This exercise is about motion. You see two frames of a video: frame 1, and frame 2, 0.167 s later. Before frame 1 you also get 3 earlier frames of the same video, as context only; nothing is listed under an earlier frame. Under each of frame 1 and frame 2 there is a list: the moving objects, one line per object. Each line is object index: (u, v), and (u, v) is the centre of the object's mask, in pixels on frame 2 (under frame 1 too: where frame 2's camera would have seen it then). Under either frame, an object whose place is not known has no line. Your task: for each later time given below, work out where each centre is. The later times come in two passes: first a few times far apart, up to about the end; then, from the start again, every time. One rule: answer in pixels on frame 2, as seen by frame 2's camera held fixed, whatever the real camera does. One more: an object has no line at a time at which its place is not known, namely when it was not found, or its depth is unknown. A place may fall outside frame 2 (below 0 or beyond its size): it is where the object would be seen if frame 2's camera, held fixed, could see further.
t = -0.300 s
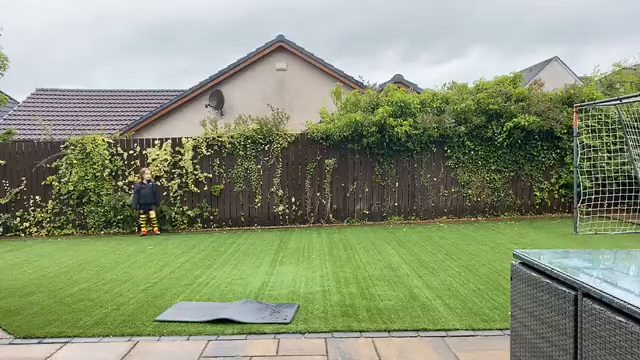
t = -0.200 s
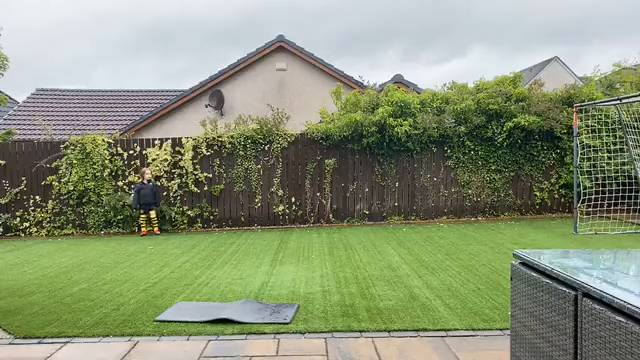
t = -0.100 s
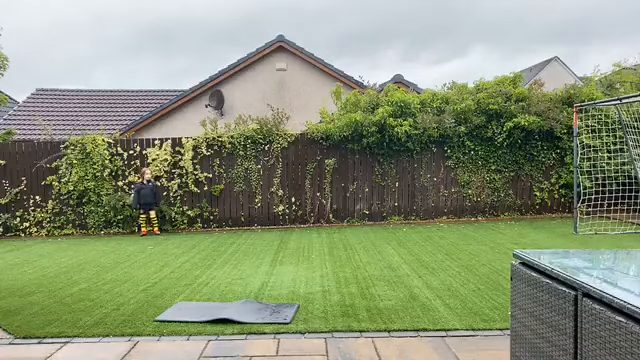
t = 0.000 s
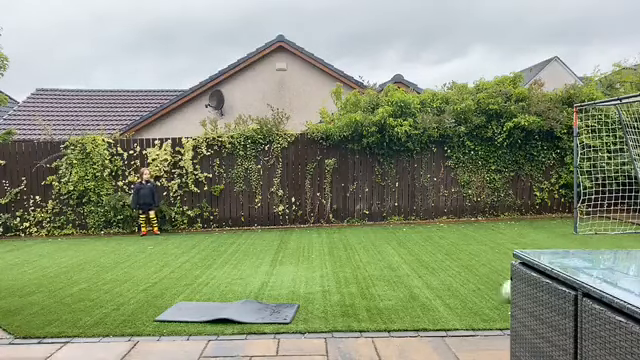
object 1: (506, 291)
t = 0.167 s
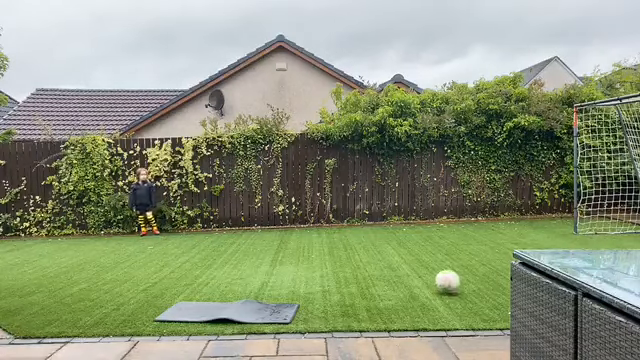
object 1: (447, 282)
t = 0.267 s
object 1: (411, 276)
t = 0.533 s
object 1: (332, 268)
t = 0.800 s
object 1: (271, 260)
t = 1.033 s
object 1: (227, 257)
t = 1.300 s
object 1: (185, 252)
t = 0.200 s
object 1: (435, 282)
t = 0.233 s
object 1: (424, 279)
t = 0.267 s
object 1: (411, 276)
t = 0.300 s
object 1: (400, 275)
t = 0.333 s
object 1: (389, 275)
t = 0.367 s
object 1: (379, 274)
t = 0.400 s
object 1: (369, 271)
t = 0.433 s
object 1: (359, 270)
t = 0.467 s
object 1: (350, 270)
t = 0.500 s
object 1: (340, 270)
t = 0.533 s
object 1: (332, 268)
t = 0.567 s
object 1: (324, 265)
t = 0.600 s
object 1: (316, 262)
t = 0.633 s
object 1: (308, 262)
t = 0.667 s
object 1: (300, 263)
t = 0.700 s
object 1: (292, 265)
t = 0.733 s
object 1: (285, 263)
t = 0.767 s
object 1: (278, 261)
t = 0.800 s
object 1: (271, 260)
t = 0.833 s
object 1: (264, 260)
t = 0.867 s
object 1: (256, 261)
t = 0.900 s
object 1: (250, 259)
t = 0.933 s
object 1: (245, 257)
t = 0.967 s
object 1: (239, 257)
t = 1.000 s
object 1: (233, 257)
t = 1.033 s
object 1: (227, 257)
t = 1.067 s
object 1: (221, 256)
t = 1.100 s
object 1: (215, 255)
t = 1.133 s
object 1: (211, 254)
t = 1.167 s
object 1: (205, 254)
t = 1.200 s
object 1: (200, 254)
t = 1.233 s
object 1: (195, 253)
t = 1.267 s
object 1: (190, 252)
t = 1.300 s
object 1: (185, 252)
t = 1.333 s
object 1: (180, 252)
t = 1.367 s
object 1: (175, 251)
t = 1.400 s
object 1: (170, 251)
